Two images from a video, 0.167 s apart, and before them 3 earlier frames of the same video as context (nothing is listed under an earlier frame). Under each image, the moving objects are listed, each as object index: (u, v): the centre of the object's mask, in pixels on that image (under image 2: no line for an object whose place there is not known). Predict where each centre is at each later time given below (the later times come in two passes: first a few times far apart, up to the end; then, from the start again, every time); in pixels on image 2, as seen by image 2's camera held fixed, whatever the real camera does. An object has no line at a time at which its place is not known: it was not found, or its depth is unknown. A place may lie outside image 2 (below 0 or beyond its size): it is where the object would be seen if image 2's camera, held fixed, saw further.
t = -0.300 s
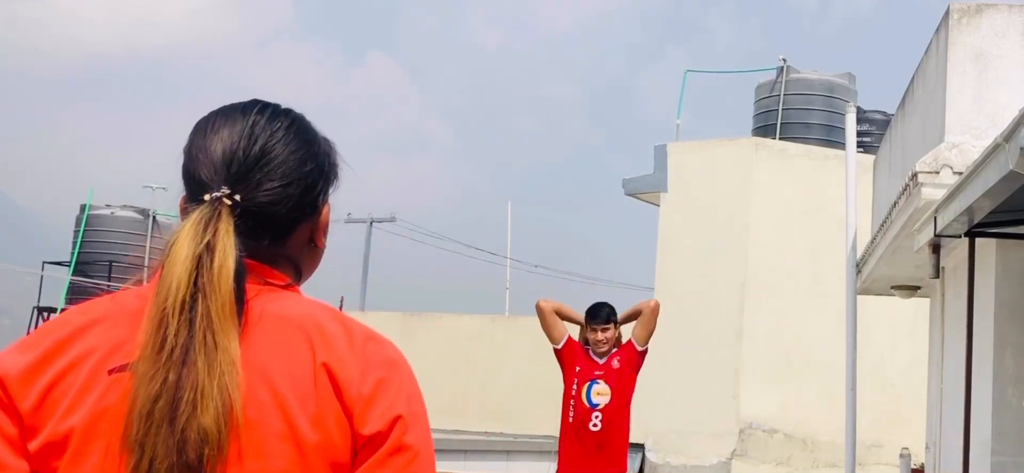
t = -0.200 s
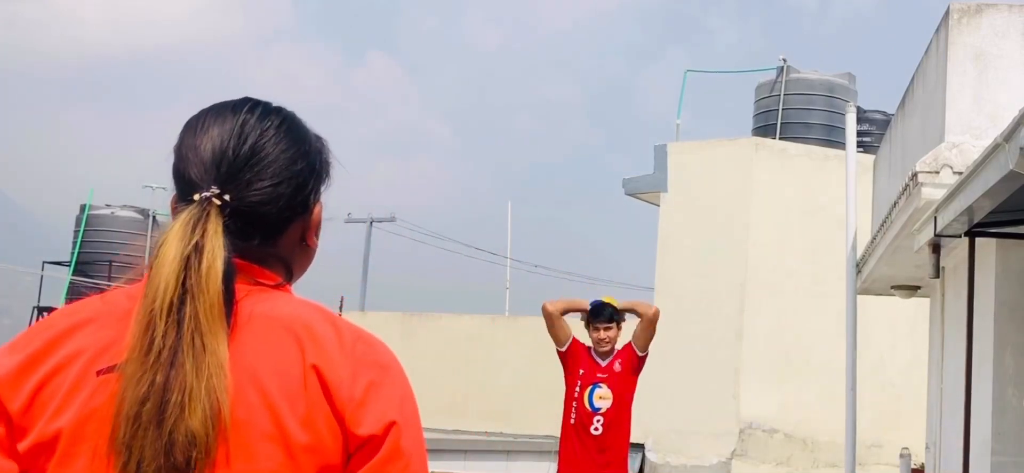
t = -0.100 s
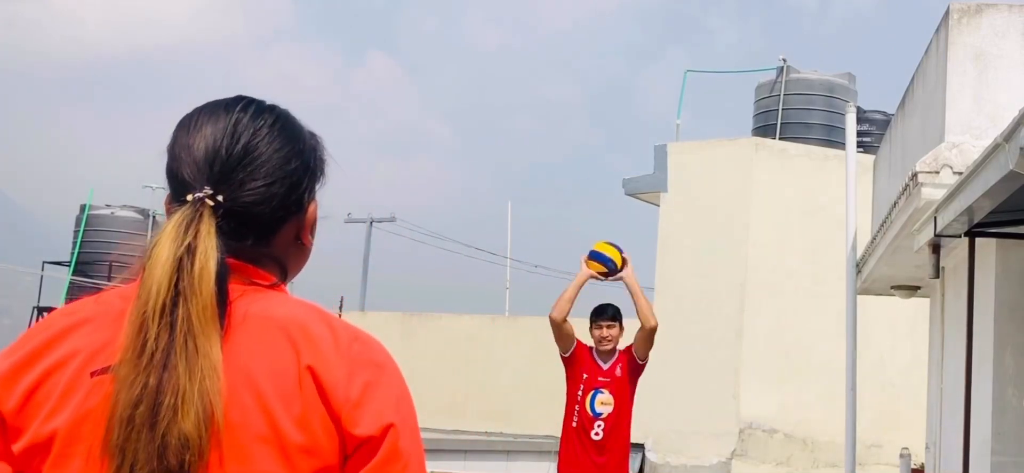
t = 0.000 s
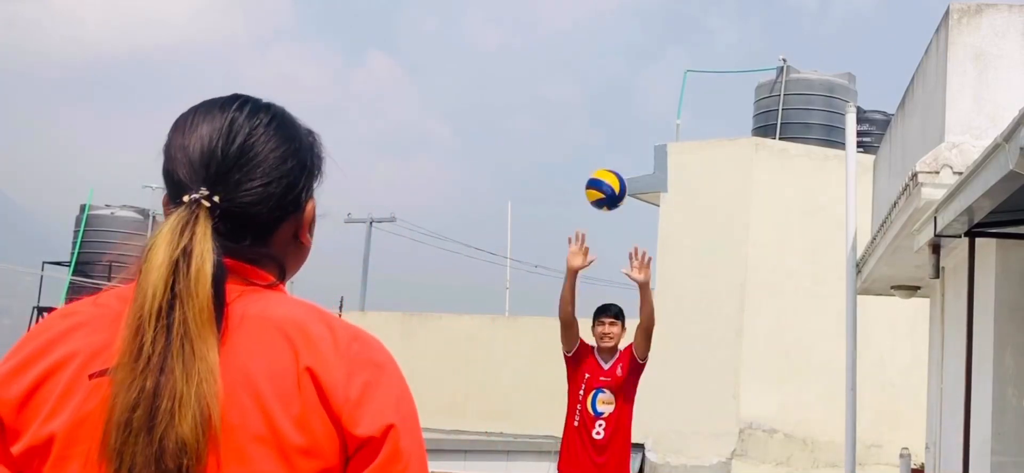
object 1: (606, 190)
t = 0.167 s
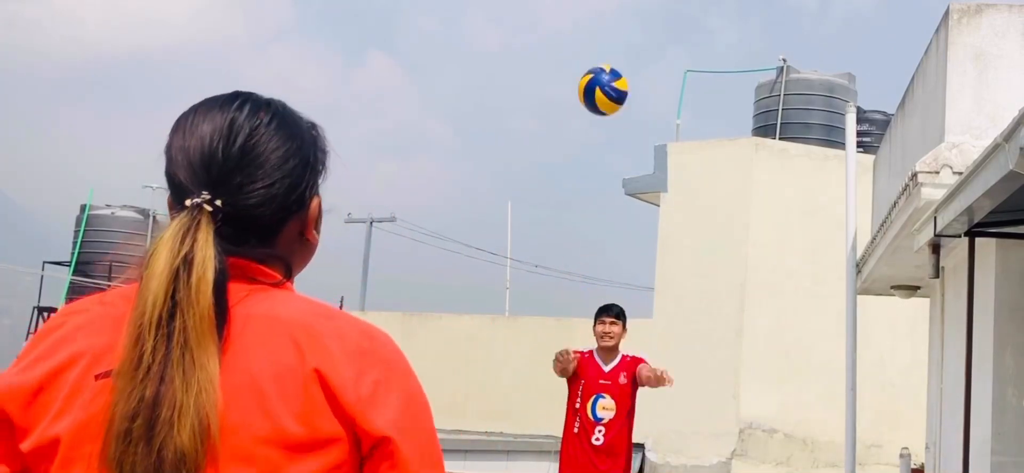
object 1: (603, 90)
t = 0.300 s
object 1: (593, 36)
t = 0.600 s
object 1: (520, 93)
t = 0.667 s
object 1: (486, 180)
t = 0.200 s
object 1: (601, 75)
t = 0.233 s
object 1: (599, 60)
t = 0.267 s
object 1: (597, 47)
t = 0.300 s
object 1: (593, 36)
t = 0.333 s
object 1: (589, 28)
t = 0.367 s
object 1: (584, 25)
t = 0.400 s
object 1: (578, 24)
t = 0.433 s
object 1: (572, 25)
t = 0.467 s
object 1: (564, 27)
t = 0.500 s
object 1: (555, 33)
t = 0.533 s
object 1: (545, 45)
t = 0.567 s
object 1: (534, 65)
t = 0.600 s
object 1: (520, 93)
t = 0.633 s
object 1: (505, 131)
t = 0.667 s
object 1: (486, 180)
